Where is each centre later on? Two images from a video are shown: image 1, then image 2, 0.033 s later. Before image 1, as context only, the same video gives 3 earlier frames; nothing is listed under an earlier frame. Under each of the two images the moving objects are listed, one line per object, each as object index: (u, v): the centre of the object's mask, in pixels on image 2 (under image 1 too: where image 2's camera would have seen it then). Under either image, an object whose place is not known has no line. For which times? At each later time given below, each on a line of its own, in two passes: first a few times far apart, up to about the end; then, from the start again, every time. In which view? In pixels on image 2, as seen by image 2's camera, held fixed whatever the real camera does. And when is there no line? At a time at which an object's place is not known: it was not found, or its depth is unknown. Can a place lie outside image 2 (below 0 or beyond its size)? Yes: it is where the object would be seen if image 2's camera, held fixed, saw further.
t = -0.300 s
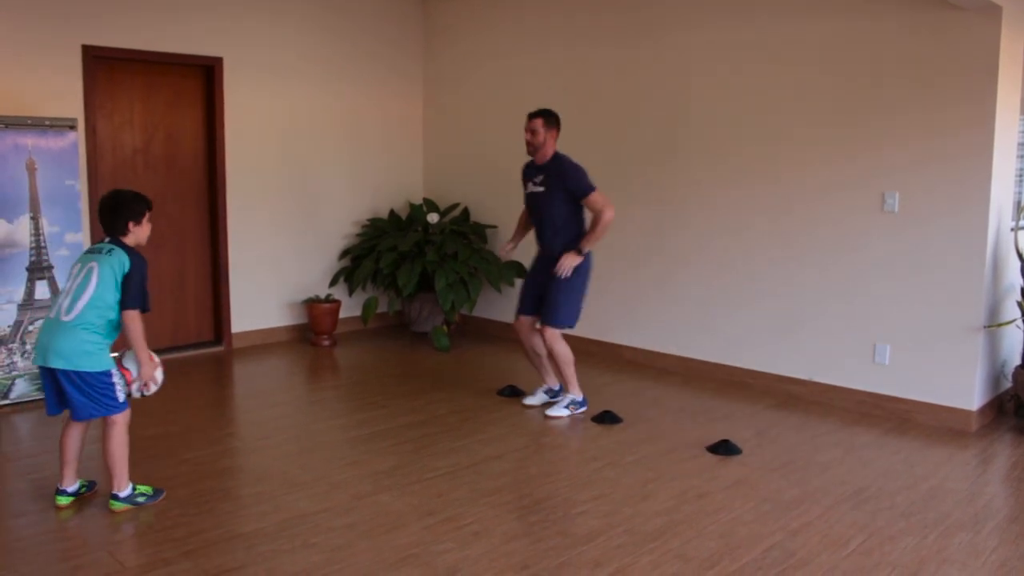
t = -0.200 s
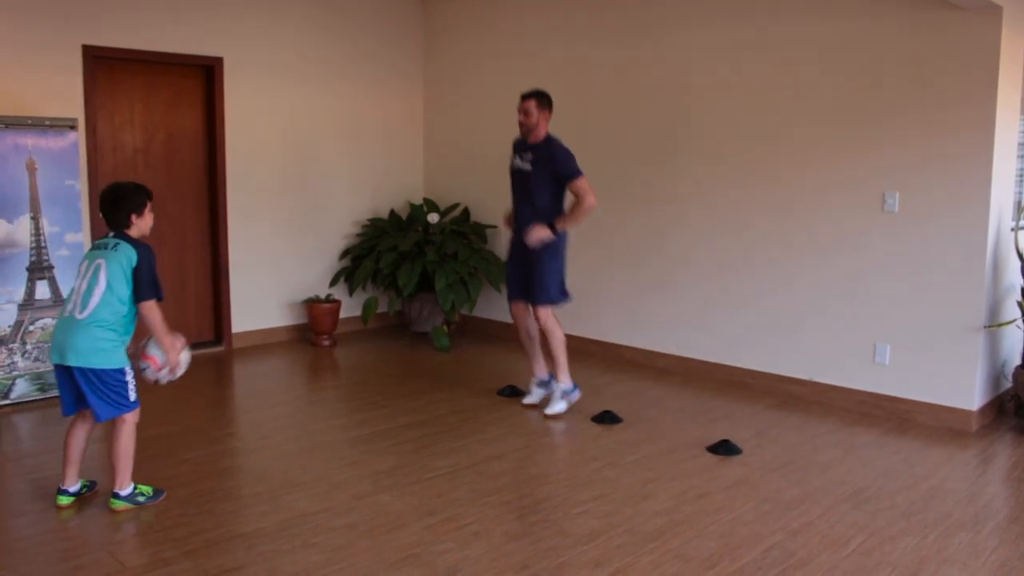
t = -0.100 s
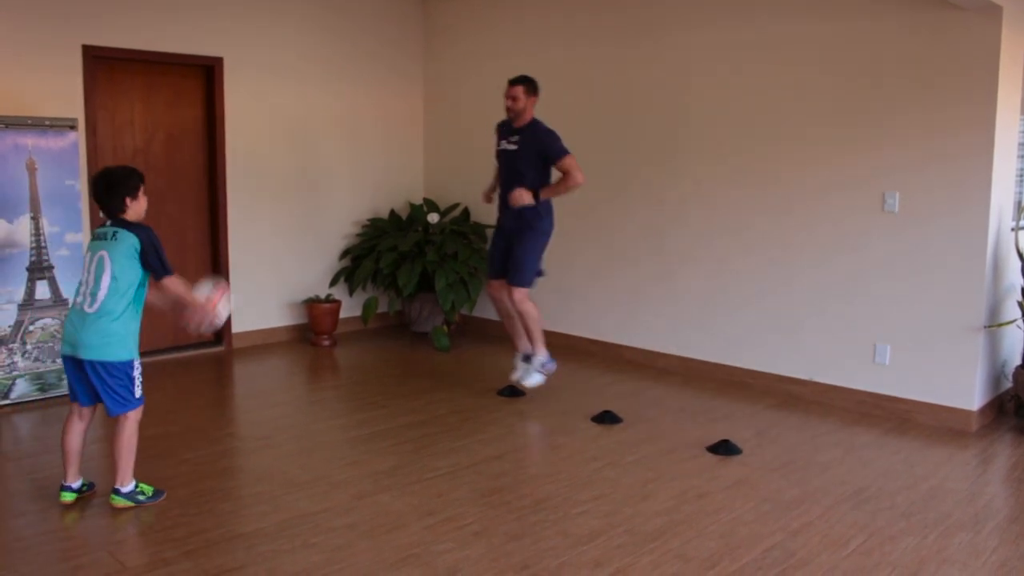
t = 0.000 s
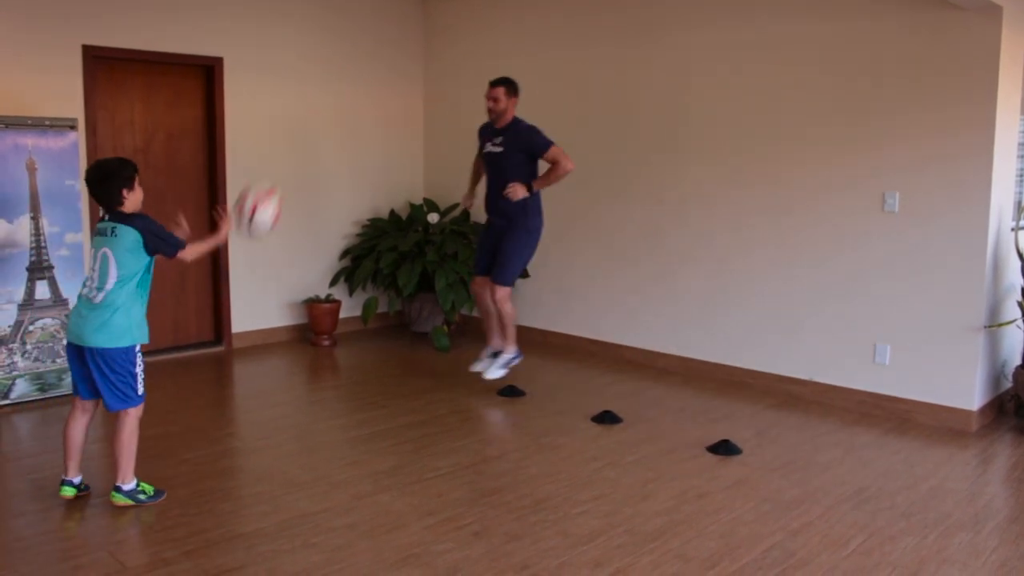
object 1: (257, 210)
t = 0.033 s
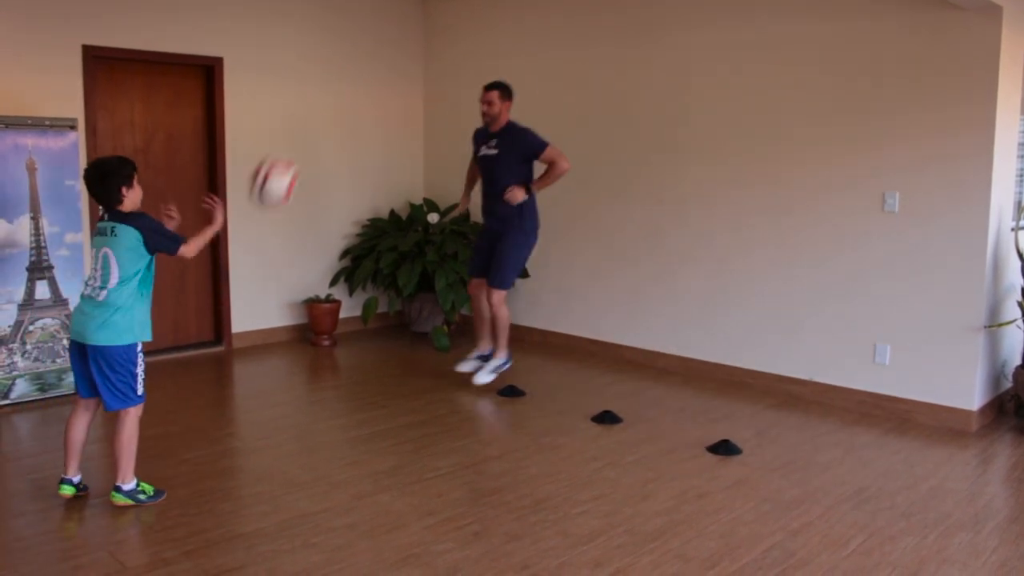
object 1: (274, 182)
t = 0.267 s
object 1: (374, 64)
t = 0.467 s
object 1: (445, 57)
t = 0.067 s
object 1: (288, 156)
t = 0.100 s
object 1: (302, 135)
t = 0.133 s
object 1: (317, 115)
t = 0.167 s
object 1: (332, 99)
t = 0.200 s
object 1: (346, 84)
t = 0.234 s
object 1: (361, 73)
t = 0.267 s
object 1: (374, 64)
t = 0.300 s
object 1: (387, 58)
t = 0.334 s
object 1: (399, 54)
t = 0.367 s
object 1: (411, 51)
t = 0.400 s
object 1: (422, 51)
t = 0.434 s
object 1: (434, 53)
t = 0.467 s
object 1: (445, 57)
